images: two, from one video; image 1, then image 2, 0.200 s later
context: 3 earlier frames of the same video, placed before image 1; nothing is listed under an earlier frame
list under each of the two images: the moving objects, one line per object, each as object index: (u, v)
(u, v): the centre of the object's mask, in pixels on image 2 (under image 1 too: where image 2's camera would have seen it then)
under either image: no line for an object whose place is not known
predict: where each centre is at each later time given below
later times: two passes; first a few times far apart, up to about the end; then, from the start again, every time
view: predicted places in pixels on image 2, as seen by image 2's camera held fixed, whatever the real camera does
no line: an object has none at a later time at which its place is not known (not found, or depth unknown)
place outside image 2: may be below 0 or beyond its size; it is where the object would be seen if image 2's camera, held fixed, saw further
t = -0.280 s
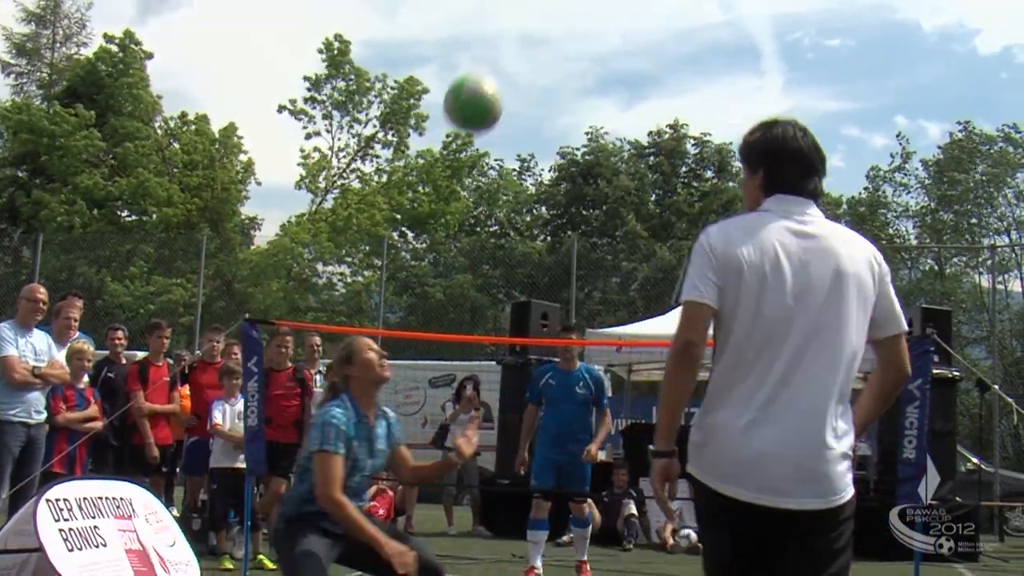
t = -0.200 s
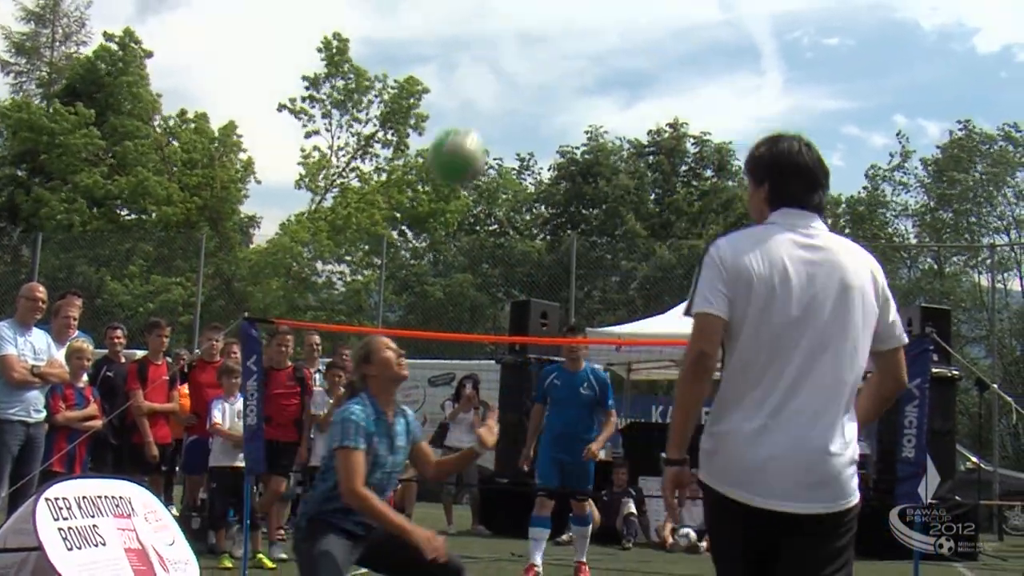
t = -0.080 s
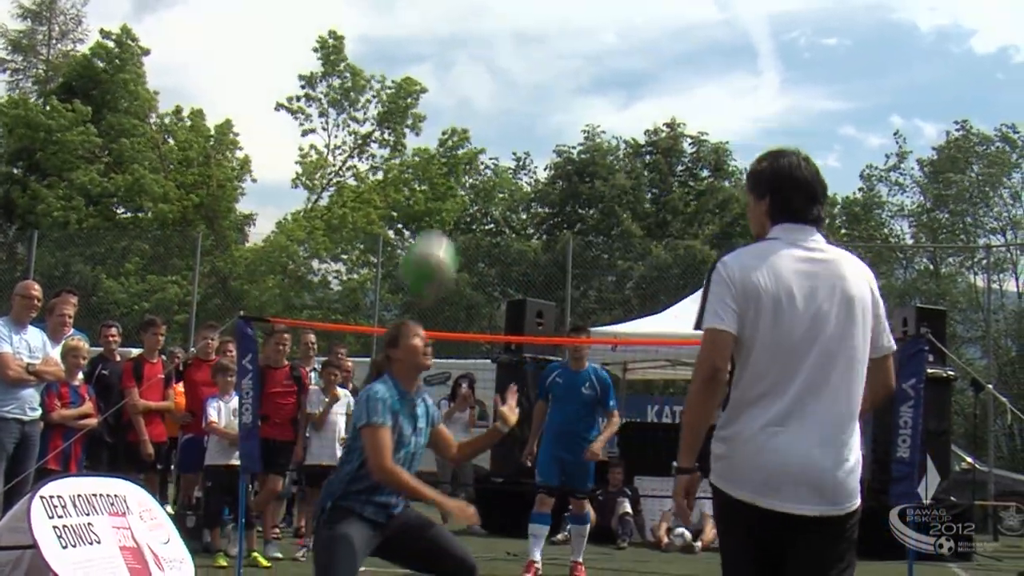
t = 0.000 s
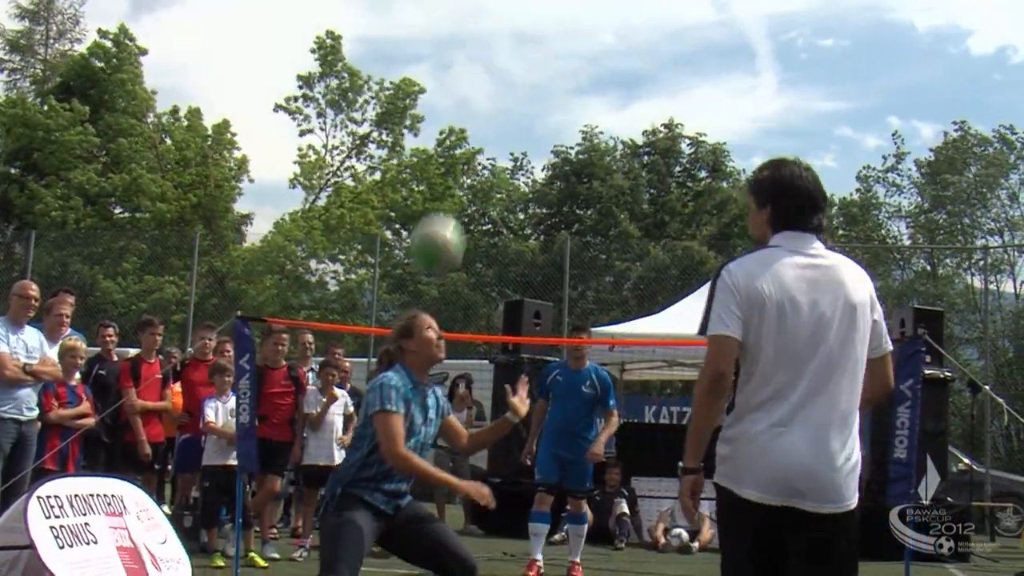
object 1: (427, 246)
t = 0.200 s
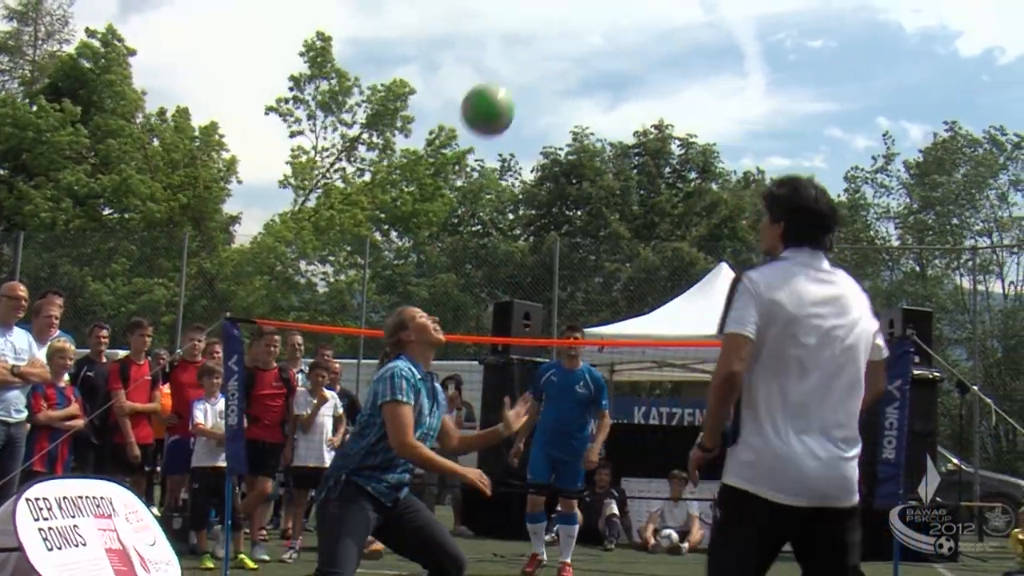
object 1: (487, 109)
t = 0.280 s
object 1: (509, 84)
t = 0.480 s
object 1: (555, 80)
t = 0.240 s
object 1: (499, 94)
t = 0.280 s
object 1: (509, 84)
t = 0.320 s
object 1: (519, 76)
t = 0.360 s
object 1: (528, 72)
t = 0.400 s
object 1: (537, 71)
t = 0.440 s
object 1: (546, 74)
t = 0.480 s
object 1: (555, 80)
